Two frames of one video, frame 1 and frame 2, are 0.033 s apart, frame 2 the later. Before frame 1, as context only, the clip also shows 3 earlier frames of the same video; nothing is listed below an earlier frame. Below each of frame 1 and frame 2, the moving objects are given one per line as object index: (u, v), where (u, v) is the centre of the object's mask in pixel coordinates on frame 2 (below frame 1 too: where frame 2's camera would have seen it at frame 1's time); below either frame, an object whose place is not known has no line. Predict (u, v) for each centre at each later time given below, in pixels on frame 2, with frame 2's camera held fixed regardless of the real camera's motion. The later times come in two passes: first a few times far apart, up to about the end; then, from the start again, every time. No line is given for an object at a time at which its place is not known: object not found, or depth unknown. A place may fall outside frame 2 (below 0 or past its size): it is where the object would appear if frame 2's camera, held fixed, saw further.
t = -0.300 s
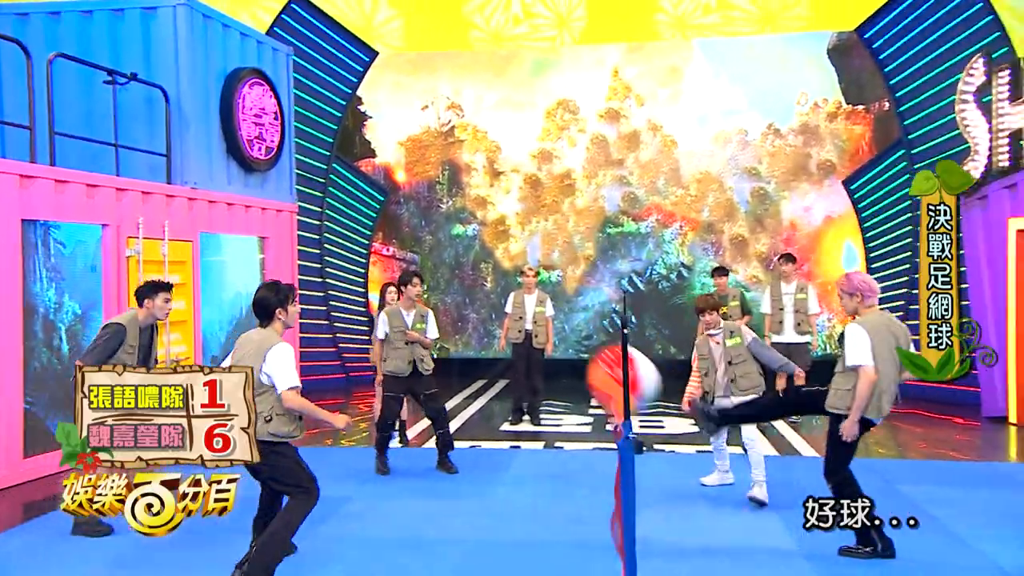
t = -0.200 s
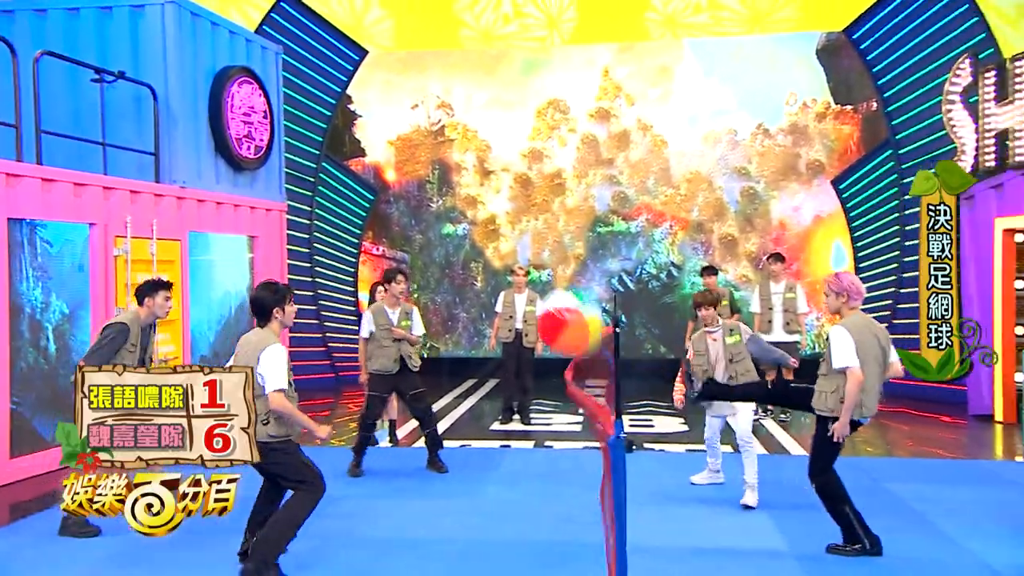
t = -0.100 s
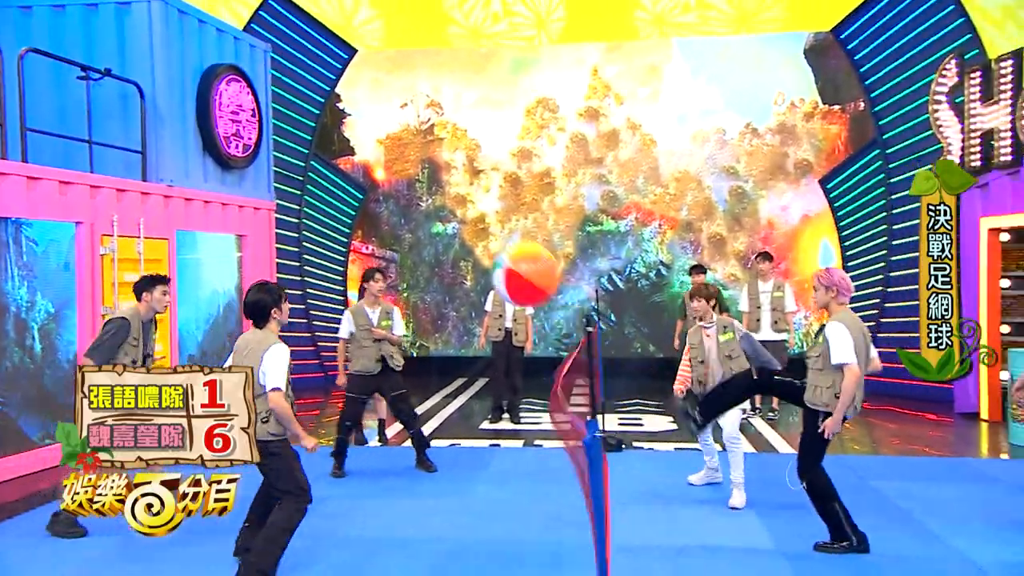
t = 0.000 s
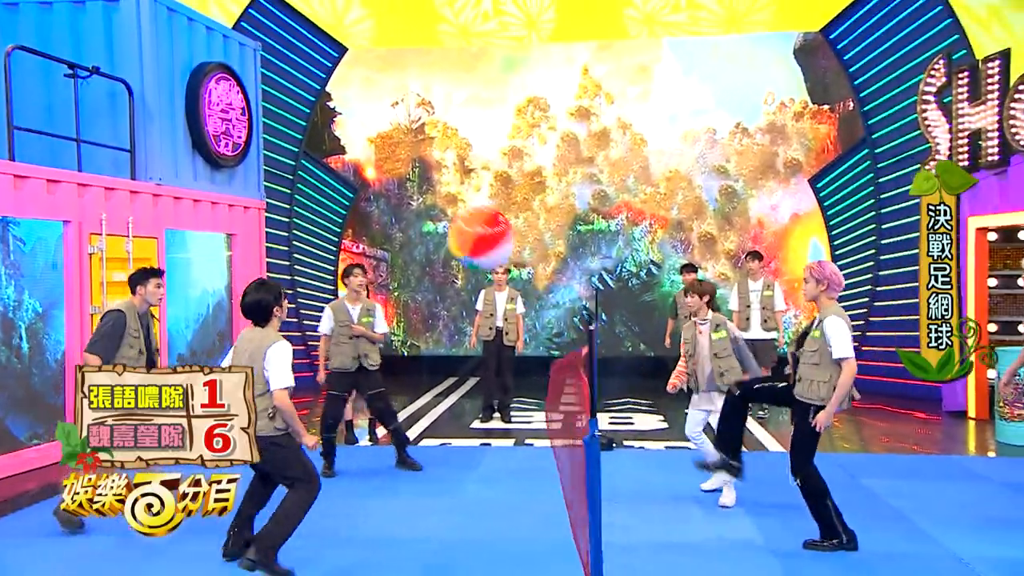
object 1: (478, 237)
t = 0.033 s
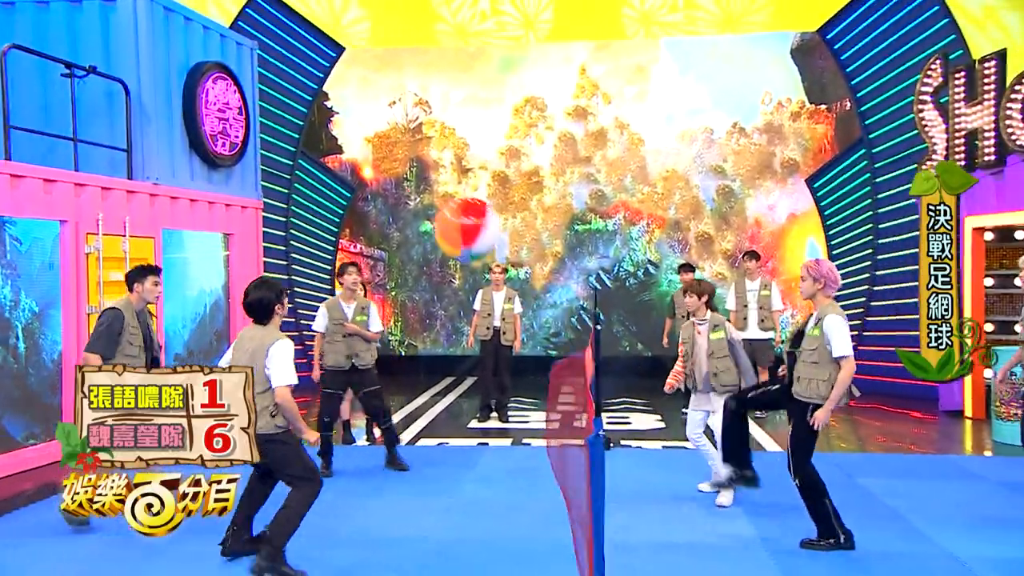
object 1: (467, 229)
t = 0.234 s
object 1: (405, 205)
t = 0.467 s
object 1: (345, 228)
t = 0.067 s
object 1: (456, 222)
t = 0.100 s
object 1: (446, 216)
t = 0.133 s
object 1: (434, 212)
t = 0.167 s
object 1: (424, 209)
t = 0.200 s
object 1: (415, 207)
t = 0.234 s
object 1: (405, 205)
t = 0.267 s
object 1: (396, 206)
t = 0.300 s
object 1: (387, 207)
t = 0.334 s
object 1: (378, 209)
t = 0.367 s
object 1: (369, 212)
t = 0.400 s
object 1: (361, 216)
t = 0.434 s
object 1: (353, 222)
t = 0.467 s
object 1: (345, 228)
